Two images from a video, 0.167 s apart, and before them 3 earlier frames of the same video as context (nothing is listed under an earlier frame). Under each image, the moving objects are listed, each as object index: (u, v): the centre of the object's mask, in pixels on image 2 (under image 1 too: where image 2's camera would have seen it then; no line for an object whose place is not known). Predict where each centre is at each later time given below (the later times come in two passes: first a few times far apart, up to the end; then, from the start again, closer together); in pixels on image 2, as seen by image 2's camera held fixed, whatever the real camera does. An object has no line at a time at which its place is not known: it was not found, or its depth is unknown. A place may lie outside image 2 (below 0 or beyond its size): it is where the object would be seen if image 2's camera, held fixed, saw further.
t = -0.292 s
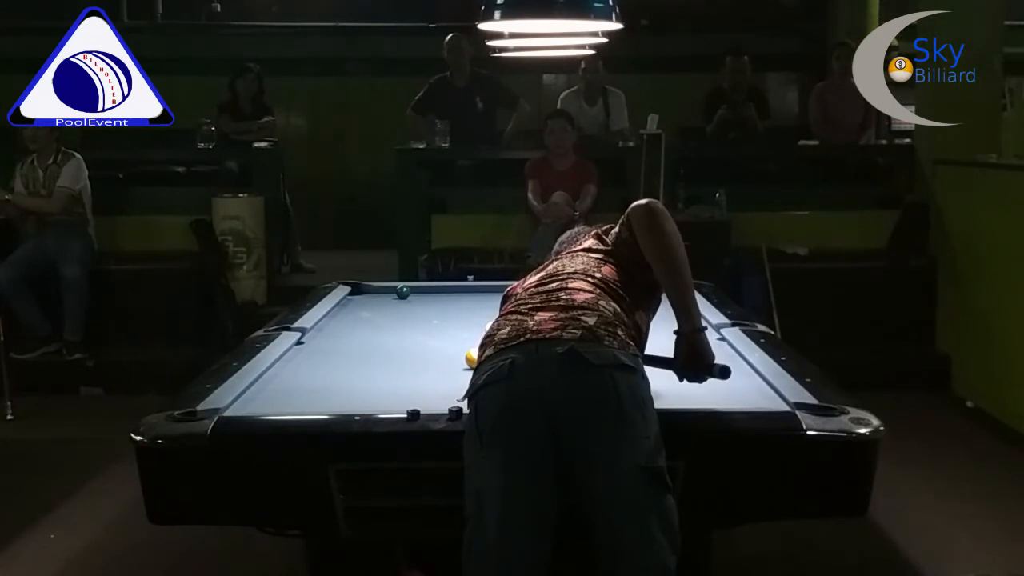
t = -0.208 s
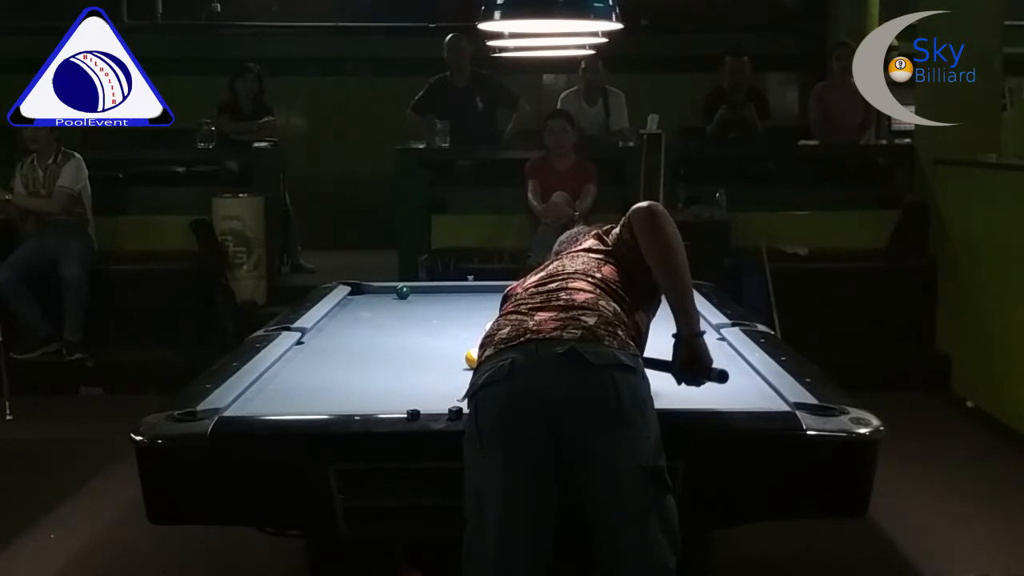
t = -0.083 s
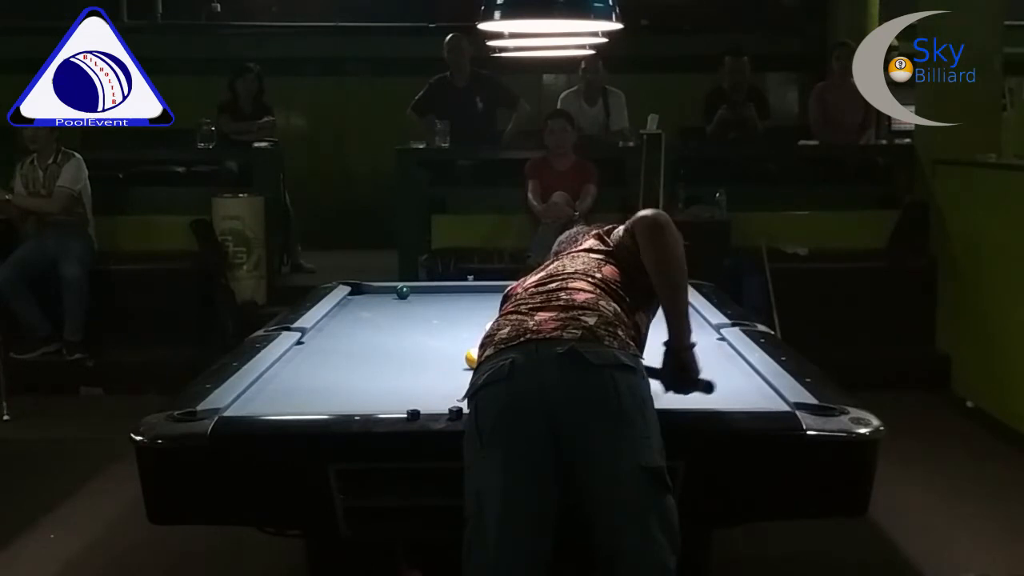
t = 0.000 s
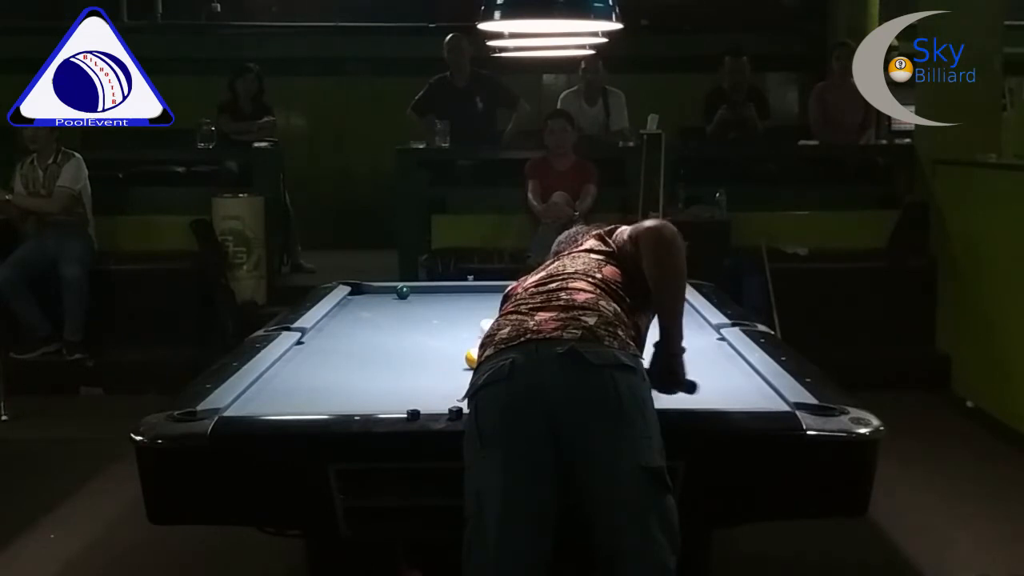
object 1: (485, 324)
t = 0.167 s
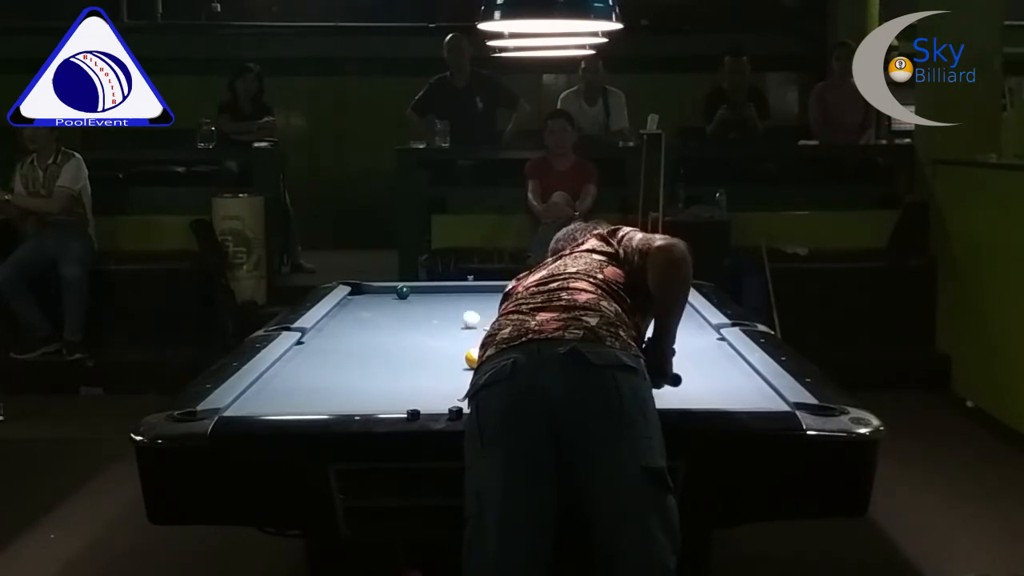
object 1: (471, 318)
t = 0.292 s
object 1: (460, 313)
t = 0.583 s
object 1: (437, 302)
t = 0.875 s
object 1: (417, 293)
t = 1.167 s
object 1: (431, 287)
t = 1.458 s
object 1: (438, 290)
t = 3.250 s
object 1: (476, 303)
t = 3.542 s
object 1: (481, 304)
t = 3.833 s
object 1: (485, 305)
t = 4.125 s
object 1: (489, 306)
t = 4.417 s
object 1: (491, 307)
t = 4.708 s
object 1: (493, 308)
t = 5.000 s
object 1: (494, 308)
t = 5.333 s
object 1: (494, 308)
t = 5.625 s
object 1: (494, 308)
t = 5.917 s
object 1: (494, 308)
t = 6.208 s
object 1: (494, 308)
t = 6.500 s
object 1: (494, 308)
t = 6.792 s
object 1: (494, 308)
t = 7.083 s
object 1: (494, 308)
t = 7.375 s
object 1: (494, 308)
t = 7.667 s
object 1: (494, 308)
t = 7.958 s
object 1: (494, 308)
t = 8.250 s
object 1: (494, 308)
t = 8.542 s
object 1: (494, 308)
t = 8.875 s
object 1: (494, 308)
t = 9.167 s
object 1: (494, 308)
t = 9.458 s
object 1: (494, 308)
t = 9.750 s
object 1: (494, 308)
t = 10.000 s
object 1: (494, 308)
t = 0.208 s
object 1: (467, 317)
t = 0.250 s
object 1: (464, 314)
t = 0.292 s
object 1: (460, 313)
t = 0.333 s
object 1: (457, 311)
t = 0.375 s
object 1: (453, 310)
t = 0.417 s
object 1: (450, 308)
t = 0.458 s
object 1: (446, 307)
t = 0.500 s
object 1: (443, 305)
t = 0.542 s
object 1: (440, 303)
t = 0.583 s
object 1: (437, 302)
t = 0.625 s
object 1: (434, 300)
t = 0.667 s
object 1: (431, 299)
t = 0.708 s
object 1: (428, 298)
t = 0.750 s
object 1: (426, 297)
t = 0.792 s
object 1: (423, 295)
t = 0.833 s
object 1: (420, 294)
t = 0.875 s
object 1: (417, 293)
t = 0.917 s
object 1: (417, 292)
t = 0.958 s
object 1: (420, 291)
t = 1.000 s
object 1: (423, 290)
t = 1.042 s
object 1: (425, 289)
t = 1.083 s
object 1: (427, 288)
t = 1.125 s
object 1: (430, 287)
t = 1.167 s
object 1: (431, 287)
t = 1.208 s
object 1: (432, 288)
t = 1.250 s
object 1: (433, 288)
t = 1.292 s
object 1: (434, 289)
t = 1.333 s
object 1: (435, 289)
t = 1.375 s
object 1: (436, 289)
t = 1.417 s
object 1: (437, 290)
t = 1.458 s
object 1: (438, 290)
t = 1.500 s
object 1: (439, 291)
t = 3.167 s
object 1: (475, 303)
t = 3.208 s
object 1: (475, 303)
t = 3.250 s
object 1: (476, 303)
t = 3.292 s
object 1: (477, 303)
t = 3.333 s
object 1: (477, 303)
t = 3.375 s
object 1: (478, 304)
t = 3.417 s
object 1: (479, 304)
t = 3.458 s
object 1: (479, 304)
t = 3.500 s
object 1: (480, 304)
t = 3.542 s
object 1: (481, 304)
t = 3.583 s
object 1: (482, 304)
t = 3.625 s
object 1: (482, 305)
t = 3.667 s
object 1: (483, 305)
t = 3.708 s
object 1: (483, 305)
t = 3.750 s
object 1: (484, 305)
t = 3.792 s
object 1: (485, 305)
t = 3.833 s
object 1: (485, 305)
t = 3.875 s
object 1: (486, 306)
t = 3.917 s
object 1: (486, 306)
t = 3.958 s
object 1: (487, 306)
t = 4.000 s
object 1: (487, 306)
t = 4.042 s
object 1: (488, 306)
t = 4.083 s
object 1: (488, 306)
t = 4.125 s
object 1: (489, 306)
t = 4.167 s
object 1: (489, 307)
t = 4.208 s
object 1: (489, 307)
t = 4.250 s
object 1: (490, 307)
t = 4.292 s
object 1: (490, 307)
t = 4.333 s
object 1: (490, 307)
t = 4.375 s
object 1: (491, 307)
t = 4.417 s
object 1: (491, 307)
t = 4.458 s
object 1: (492, 307)
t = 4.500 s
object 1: (492, 307)
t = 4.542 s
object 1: (492, 307)
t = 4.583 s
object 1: (493, 308)
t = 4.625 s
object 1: (493, 308)
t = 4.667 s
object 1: (493, 308)
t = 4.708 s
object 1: (493, 308)
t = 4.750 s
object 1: (494, 308)
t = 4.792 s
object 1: (494, 308)
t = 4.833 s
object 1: (494, 308)
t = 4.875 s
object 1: (494, 308)
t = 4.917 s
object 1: (494, 308)
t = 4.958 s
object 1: (494, 308)
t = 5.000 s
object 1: (494, 308)
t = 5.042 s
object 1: (494, 308)
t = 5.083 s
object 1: (494, 308)
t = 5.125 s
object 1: (494, 308)
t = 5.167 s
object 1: (494, 308)
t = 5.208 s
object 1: (494, 308)
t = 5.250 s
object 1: (494, 308)
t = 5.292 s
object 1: (494, 308)
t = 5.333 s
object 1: (494, 308)
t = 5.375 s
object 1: (494, 308)
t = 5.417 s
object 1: (494, 308)
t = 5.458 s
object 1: (494, 308)
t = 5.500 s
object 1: (494, 308)
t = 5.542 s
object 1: (494, 308)
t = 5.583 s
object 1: (494, 308)
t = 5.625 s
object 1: (494, 308)
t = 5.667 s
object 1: (494, 308)
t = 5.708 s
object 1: (494, 308)
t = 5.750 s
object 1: (494, 308)
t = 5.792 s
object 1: (494, 308)
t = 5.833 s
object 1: (494, 308)
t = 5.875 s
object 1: (494, 308)
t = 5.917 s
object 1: (494, 308)
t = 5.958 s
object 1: (494, 308)
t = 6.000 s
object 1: (494, 308)
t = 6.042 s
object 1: (494, 308)
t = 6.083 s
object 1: (494, 308)
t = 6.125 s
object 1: (494, 308)
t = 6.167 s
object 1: (494, 308)
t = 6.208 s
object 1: (494, 308)
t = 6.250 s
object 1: (494, 308)
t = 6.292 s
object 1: (494, 308)
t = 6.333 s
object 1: (494, 308)
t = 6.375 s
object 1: (494, 308)
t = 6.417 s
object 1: (494, 308)
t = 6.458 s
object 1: (494, 308)
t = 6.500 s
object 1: (494, 308)
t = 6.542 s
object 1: (494, 308)
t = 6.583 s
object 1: (494, 308)
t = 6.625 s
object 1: (494, 308)
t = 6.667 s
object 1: (494, 308)
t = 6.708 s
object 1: (494, 308)
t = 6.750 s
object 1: (494, 308)
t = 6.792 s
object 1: (494, 308)
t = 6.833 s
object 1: (494, 308)
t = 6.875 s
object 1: (494, 308)
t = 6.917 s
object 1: (494, 308)
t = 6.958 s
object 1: (494, 308)
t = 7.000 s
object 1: (494, 308)
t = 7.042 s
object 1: (494, 308)
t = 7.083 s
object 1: (494, 308)
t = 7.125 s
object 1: (494, 308)
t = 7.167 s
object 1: (494, 308)
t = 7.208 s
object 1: (494, 308)
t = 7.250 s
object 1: (494, 308)
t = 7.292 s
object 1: (494, 308)
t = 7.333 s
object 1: (494, 308)
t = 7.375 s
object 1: (494, 308)
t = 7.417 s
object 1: (494, 308)
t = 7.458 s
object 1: (494, 308)
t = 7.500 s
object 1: (494, 308)
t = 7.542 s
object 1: (494, 308)
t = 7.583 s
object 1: (494, 308)
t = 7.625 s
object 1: (494, 308)
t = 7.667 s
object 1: (494, 308)
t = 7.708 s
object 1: (494, 308)
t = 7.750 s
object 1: (494, 308)
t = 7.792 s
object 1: (494, 308)
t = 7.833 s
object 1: (494, 308)
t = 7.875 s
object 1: (494, 308)
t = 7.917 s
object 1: (494, 308)
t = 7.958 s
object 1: (494, 308)
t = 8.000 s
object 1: (494, 308)
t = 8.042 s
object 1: (494, 308)
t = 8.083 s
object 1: (494, 308)
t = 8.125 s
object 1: (494, 308)
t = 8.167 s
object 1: (494, 308)
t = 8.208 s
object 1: (494, 308)
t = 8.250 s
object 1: (494, 308)
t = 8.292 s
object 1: (494, 308)
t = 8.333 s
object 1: (494, 308)
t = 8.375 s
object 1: (494, 308)
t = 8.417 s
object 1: (494, 308)
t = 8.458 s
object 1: (494, 308)
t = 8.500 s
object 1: (494, 308)
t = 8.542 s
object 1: (494, 308)
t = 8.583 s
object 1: (494, 308)
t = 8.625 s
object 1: (494, 308)
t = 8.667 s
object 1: (494, 308)
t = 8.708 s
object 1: (494, 308)
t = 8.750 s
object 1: (494, 308)
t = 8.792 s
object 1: (494, 308)
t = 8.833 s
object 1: (494, 308)
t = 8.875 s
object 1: (494, 308)
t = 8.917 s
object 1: (494, 308)
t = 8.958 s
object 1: (494, 308)
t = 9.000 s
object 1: (494, 308)
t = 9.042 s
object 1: (494, 308)
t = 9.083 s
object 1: (494, 308)
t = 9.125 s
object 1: (494, 308)
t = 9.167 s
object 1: (494, 308)
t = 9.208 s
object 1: (494, 308)
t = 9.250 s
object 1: (494, 308)
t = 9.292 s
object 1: (494, 308)
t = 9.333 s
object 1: (494, 308)
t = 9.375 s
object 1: (494, 308)
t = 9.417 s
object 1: (494, 308)
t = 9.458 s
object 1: (494, 308)
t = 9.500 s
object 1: (494, 308)
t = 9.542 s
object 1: (494, 308)
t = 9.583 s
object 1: (494, 308)
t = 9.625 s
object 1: (494, 308)
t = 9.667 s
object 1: (494, 308)
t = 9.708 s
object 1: (494, 308)
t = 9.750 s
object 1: (494, 308)
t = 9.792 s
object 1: (494, 308)
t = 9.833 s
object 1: (494, 308)
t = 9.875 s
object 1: (494, 308)
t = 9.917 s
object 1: (494, 308)
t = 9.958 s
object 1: (494, 308)
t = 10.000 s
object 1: (494, 308)
